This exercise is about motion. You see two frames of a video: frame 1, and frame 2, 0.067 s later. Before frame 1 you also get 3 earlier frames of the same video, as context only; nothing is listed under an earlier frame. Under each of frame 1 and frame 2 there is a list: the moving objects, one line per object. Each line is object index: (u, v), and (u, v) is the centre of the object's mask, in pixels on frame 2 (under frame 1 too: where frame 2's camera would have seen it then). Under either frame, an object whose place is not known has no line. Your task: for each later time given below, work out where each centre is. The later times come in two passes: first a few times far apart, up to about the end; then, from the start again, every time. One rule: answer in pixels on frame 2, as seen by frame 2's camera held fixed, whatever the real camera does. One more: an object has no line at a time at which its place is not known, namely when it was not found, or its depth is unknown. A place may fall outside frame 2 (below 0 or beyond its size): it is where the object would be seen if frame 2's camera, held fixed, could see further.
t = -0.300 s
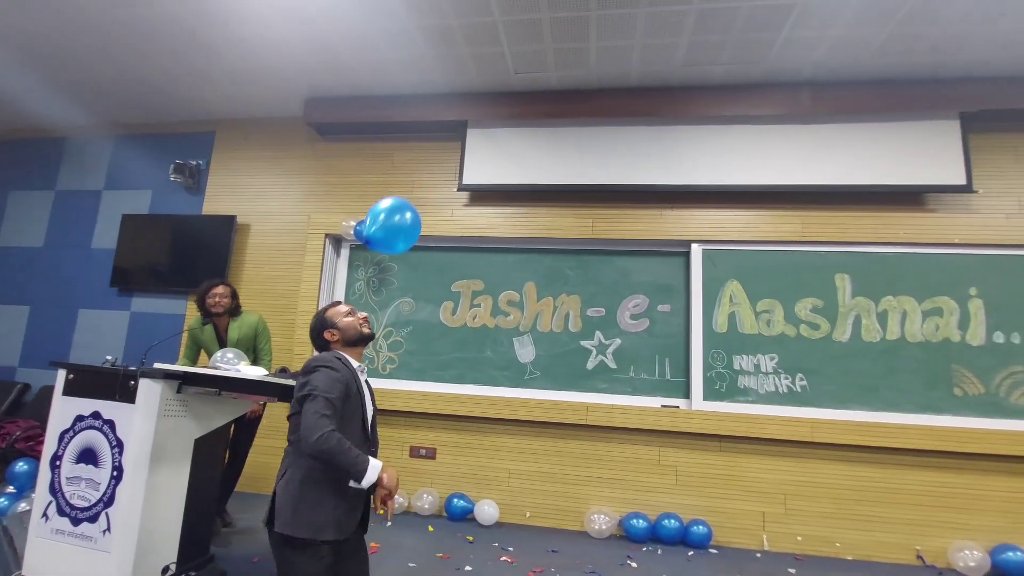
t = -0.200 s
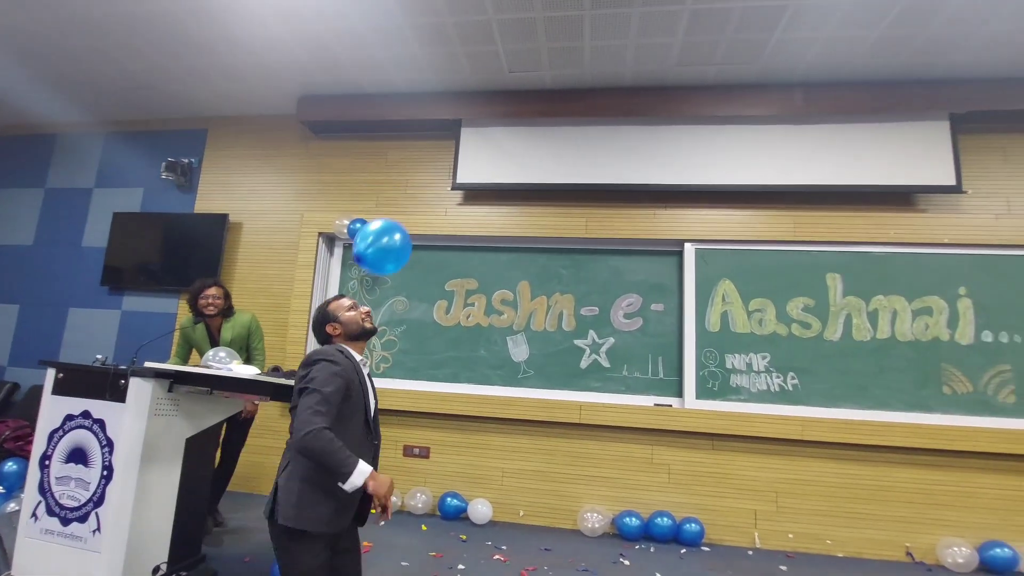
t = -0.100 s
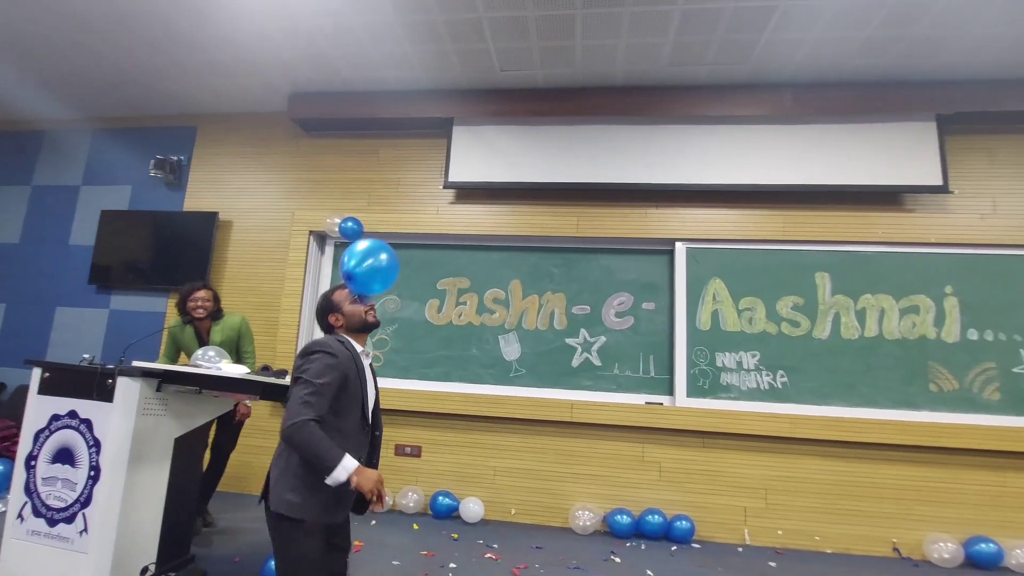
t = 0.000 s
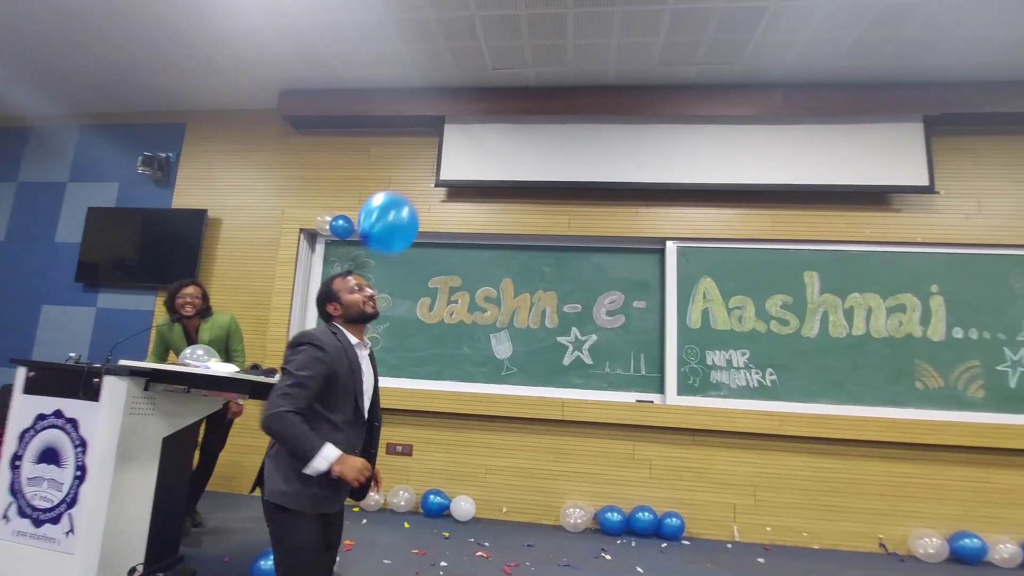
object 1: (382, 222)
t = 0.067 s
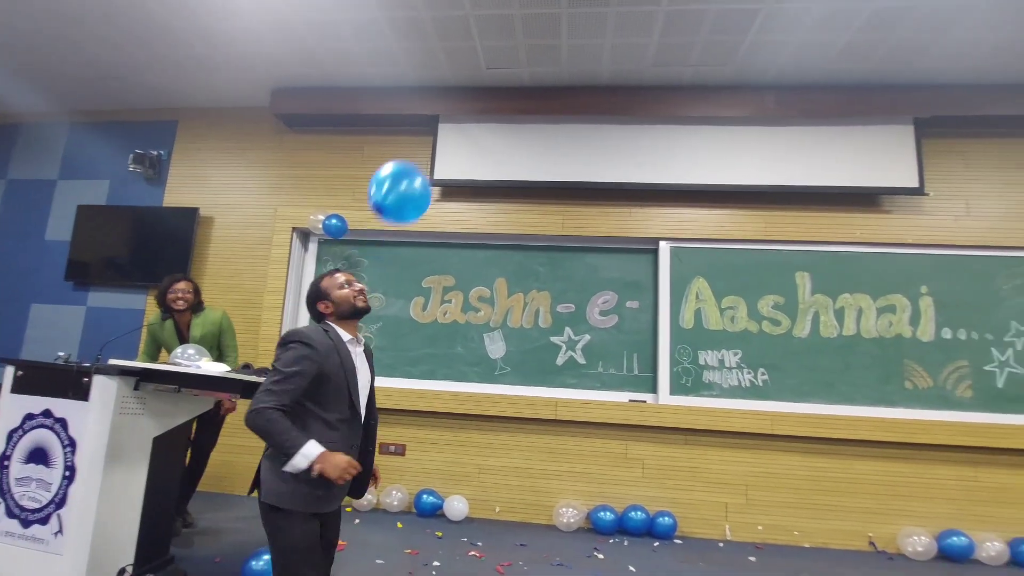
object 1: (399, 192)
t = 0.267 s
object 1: (441, 123)
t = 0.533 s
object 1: (467, 85)
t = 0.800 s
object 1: (469, 85)
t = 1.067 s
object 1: (463, 105)
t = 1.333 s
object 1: (450, 146)
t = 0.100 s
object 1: (408, 178)
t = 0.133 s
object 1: (415, 166)
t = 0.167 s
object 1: (422, 154)
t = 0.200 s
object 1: (429, 142)
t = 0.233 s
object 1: (435, 132)
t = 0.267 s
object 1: (441, 123)
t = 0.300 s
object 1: (446, 116)
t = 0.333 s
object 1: (450, 108)
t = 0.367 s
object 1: (454, 102)
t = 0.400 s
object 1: (457, 97)
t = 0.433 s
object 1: (461, 93)
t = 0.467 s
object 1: (463, 90)
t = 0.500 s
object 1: (465, 87)
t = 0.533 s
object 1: (467, 85)
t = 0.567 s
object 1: (468, 84)
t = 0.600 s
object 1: (468, 83)
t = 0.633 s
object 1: (469, 83)
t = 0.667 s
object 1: (470, 83)
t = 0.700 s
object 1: (470, 83)
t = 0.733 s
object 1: (470, 83)
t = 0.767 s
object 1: (470, 84)
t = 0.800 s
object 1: (469, 85)
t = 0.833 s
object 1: (469, 86)
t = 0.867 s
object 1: (468, 88)
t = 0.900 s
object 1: (467, 90)
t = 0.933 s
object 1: (466, 93)
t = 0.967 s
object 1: (466, 96)
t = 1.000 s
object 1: (465, 99)
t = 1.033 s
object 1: (464, 102)
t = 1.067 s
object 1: (463, 105)
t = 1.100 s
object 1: (462, 109)
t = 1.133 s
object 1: (461, 113)
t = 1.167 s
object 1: (460, 118)
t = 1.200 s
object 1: (458, 122)
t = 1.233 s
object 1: (456, 128)
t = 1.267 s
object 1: (454, 133)
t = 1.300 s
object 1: (452, 140)
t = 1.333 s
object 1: (450, 146)
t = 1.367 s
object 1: (447, 152)
